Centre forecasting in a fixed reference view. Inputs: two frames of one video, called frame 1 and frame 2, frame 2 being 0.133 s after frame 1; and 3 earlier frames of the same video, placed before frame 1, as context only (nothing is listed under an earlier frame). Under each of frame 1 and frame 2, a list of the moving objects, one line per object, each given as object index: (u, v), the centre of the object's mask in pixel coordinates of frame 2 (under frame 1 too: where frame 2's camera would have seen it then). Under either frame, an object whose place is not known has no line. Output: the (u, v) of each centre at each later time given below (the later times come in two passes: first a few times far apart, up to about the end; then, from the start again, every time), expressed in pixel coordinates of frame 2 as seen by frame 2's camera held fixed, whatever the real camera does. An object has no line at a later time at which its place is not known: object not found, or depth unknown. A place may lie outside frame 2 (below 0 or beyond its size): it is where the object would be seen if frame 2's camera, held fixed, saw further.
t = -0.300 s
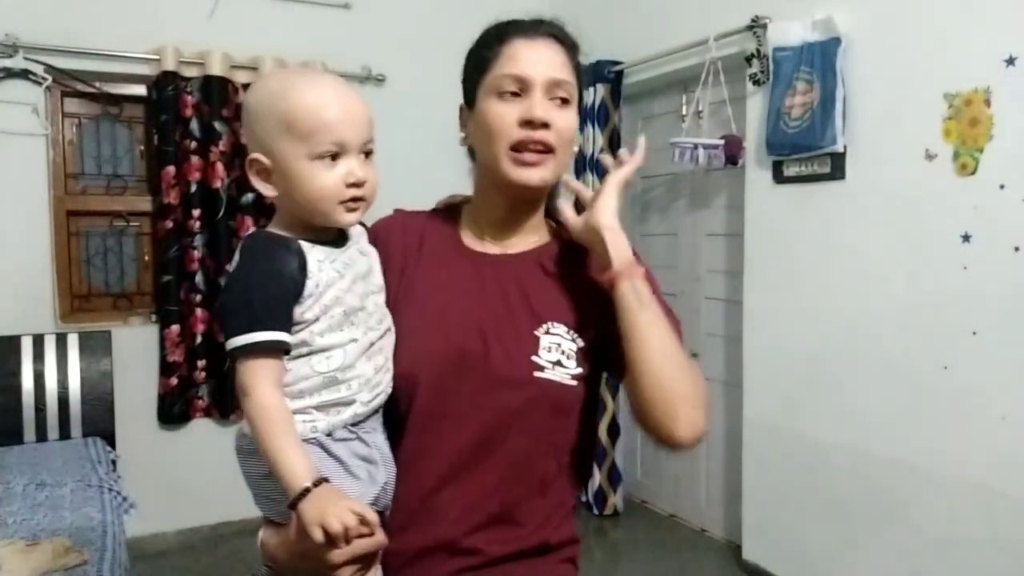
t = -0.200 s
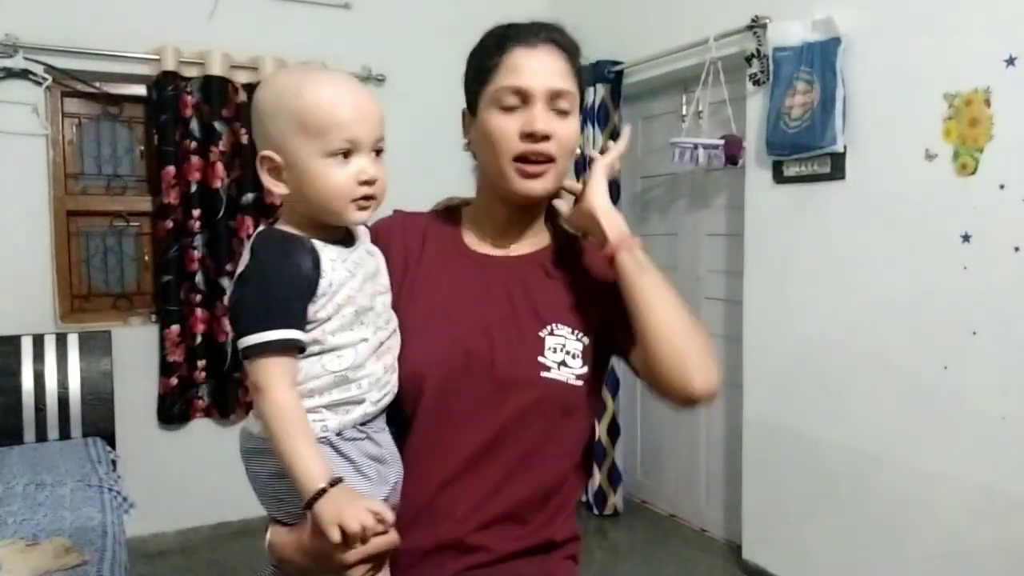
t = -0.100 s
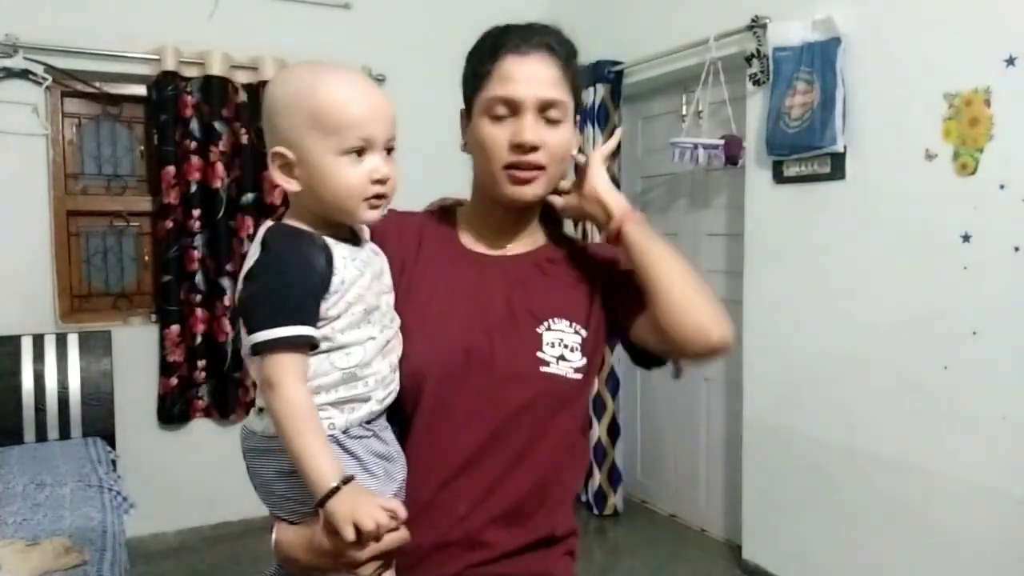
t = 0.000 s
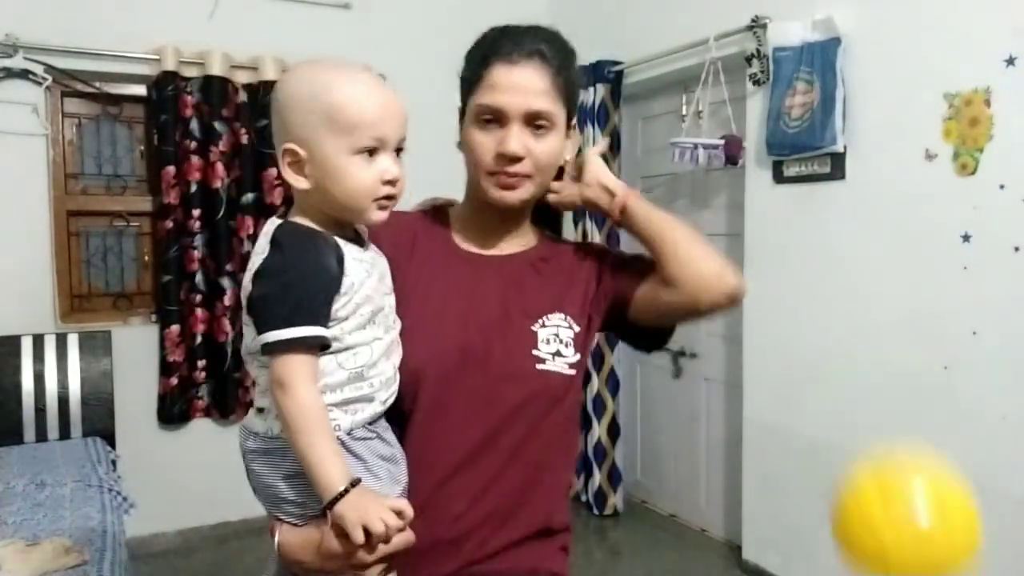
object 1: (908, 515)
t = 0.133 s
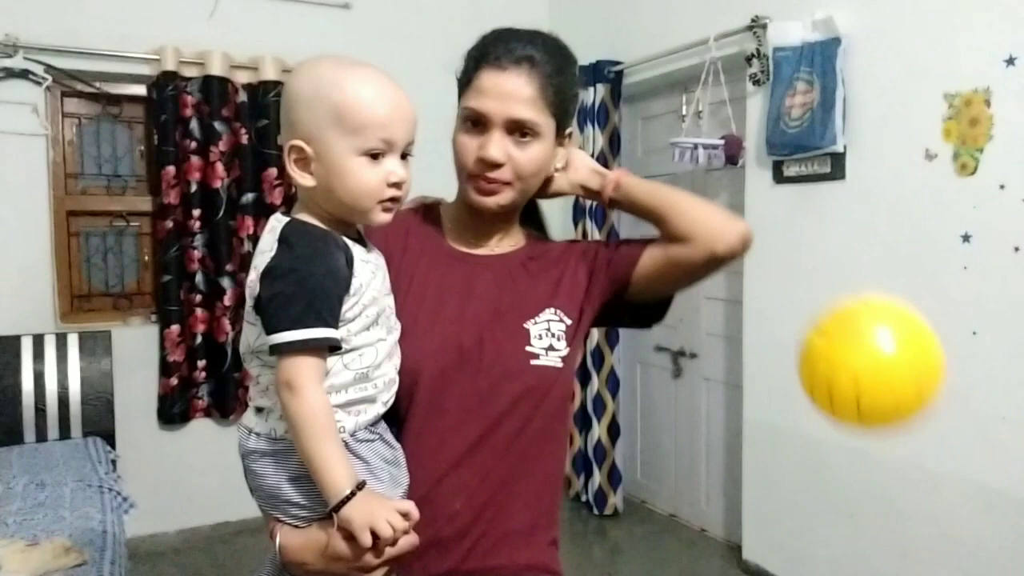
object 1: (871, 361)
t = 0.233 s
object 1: (846, 322)
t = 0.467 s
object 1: (782, 456)
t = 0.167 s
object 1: (864, 341)
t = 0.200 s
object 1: (854, 327)
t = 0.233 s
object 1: (846, 322)
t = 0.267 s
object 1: (837, 321)
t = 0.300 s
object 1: (828, 327)
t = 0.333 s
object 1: (820, 340)
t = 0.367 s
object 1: (812, 360)
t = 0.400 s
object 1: (800, 387)
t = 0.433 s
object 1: (791, 418)
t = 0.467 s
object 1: (782, 456)
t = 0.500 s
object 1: (773, 501)
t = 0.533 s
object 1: (765, 533)
